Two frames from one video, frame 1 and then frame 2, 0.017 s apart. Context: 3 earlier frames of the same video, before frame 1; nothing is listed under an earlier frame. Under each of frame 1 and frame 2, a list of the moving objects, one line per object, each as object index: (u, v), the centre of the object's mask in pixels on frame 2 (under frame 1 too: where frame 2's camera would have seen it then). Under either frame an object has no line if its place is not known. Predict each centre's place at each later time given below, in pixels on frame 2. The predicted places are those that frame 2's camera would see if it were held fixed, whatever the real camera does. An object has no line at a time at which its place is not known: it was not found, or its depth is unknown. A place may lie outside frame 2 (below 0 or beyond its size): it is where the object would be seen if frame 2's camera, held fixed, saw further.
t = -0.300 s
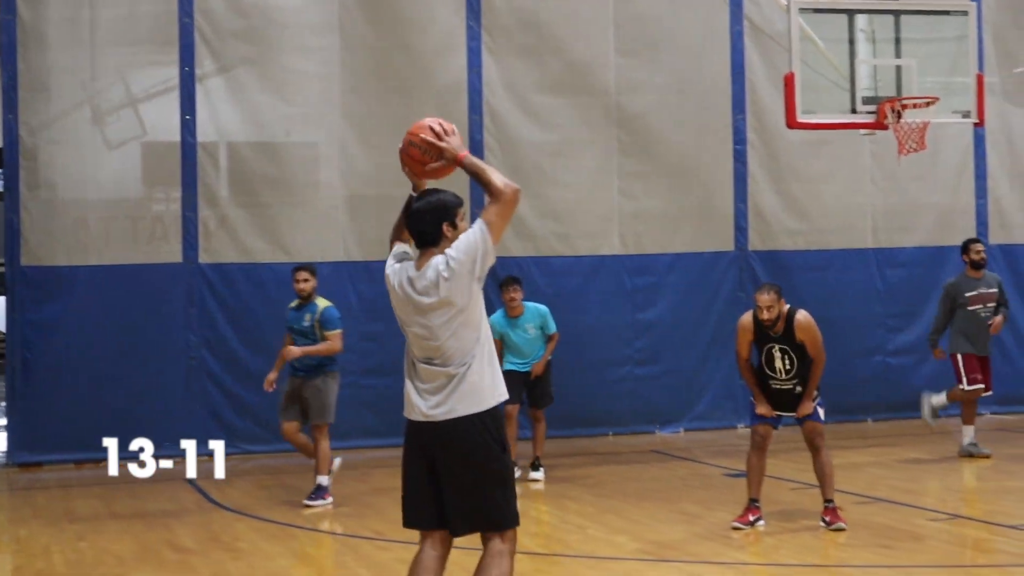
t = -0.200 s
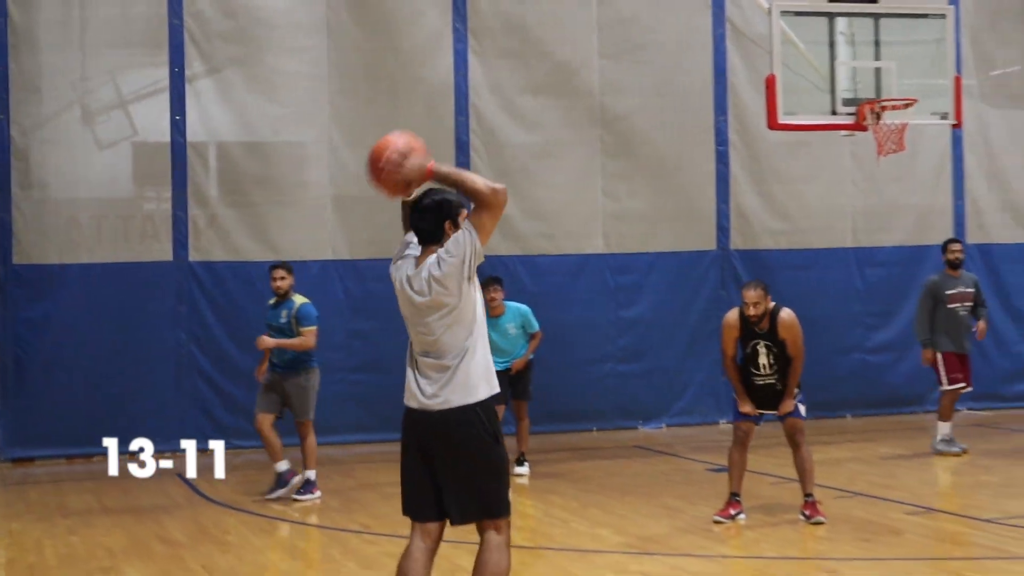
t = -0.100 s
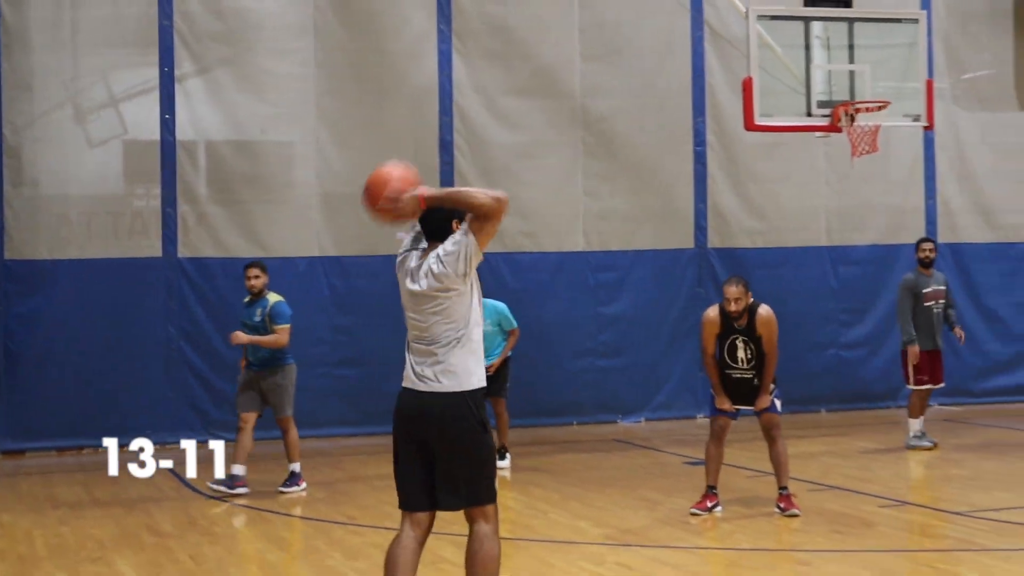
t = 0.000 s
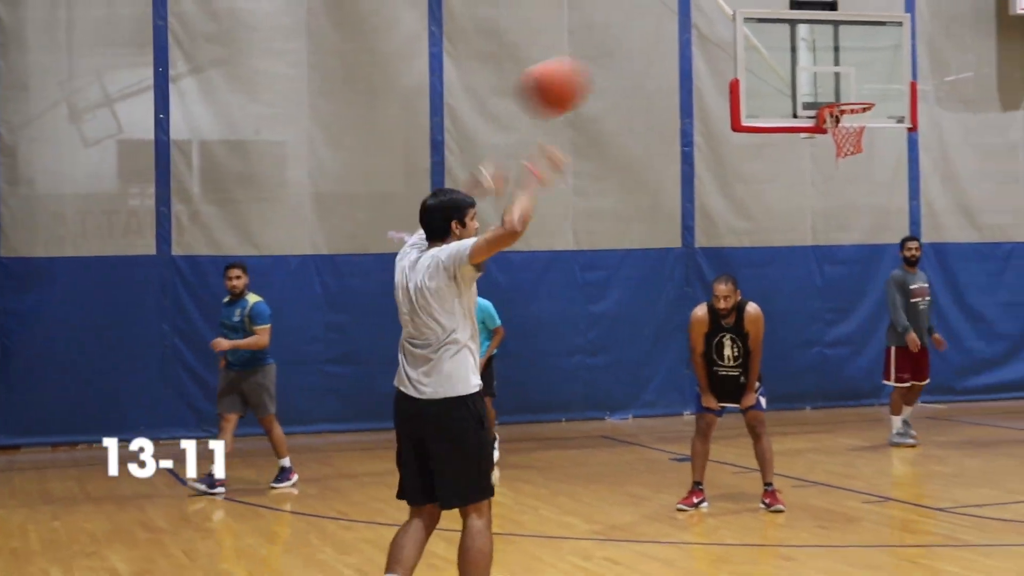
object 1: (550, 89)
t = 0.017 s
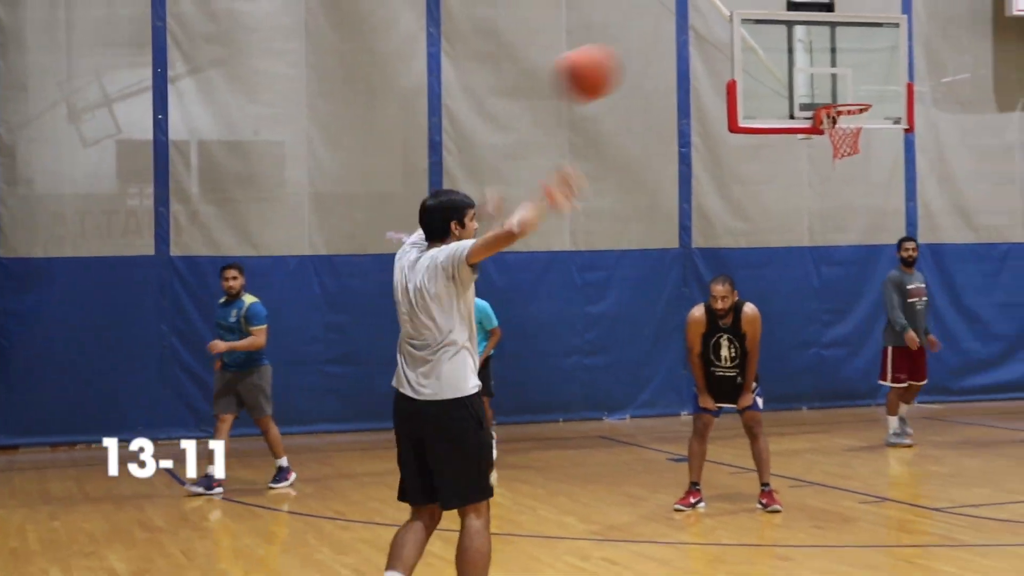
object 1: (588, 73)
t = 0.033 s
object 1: (623, 60)
